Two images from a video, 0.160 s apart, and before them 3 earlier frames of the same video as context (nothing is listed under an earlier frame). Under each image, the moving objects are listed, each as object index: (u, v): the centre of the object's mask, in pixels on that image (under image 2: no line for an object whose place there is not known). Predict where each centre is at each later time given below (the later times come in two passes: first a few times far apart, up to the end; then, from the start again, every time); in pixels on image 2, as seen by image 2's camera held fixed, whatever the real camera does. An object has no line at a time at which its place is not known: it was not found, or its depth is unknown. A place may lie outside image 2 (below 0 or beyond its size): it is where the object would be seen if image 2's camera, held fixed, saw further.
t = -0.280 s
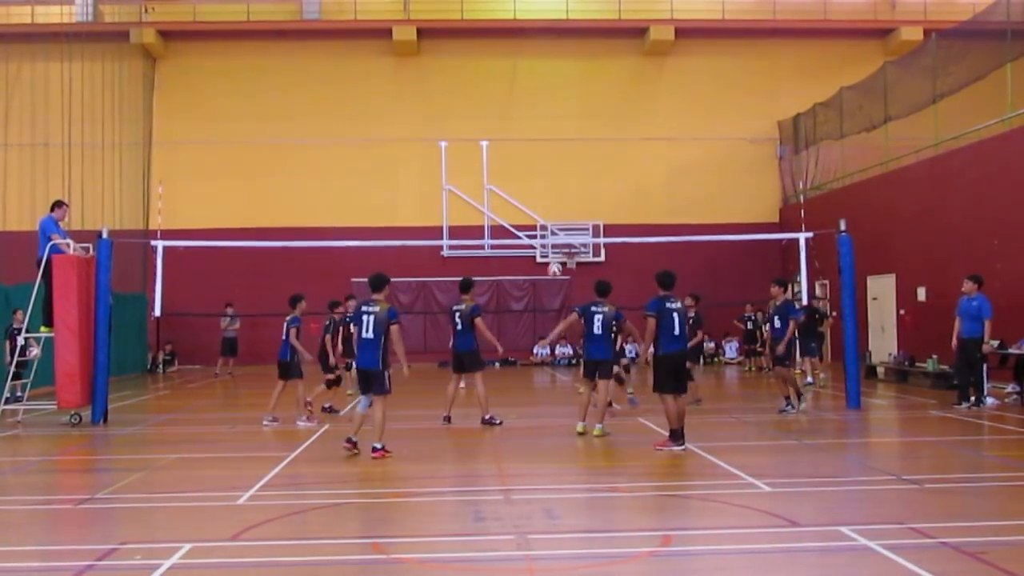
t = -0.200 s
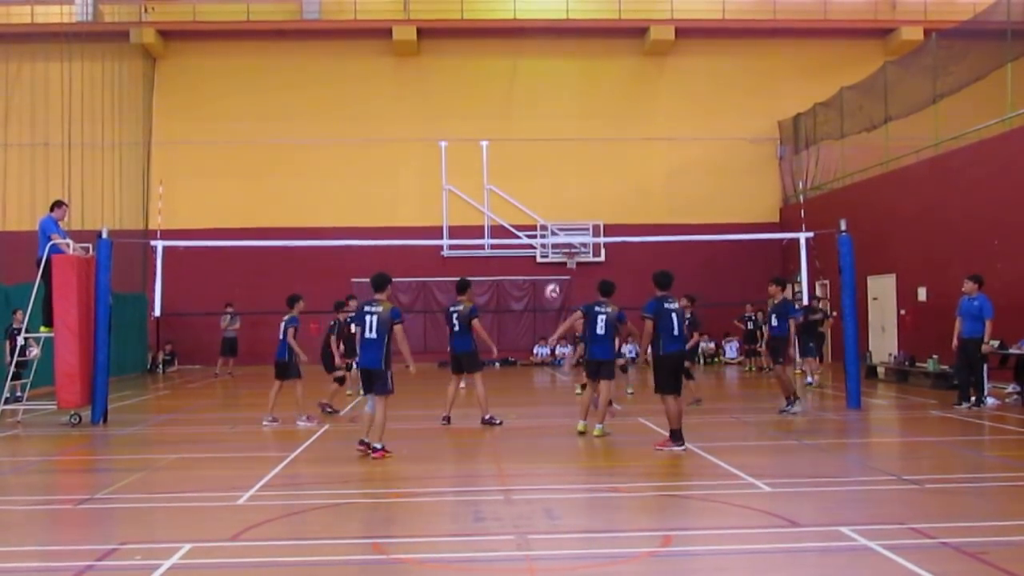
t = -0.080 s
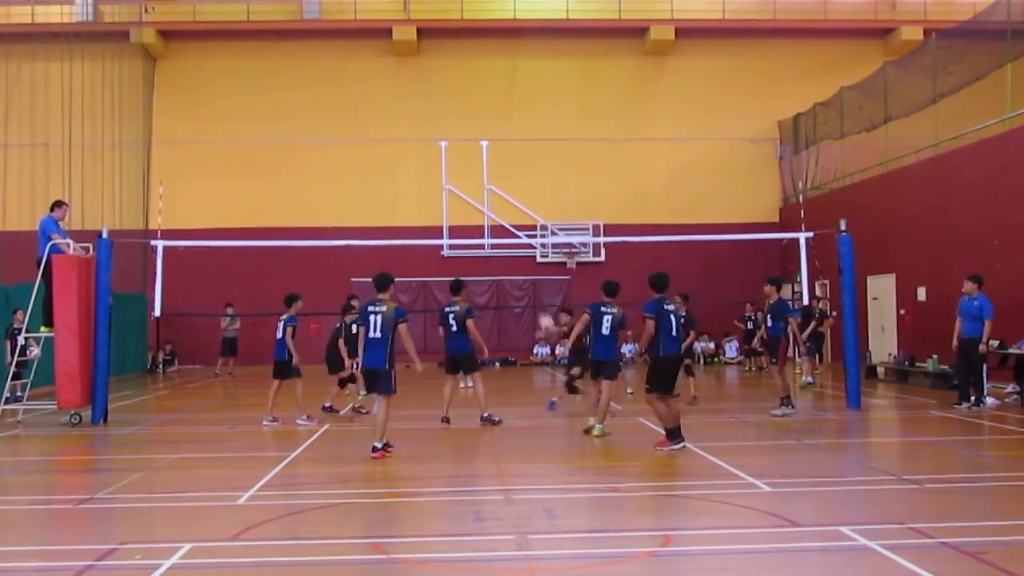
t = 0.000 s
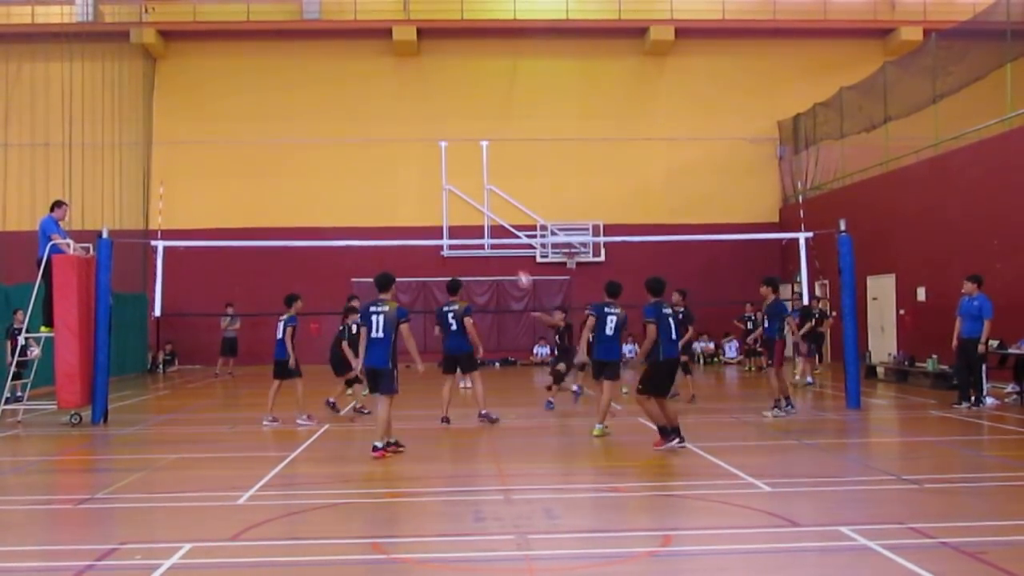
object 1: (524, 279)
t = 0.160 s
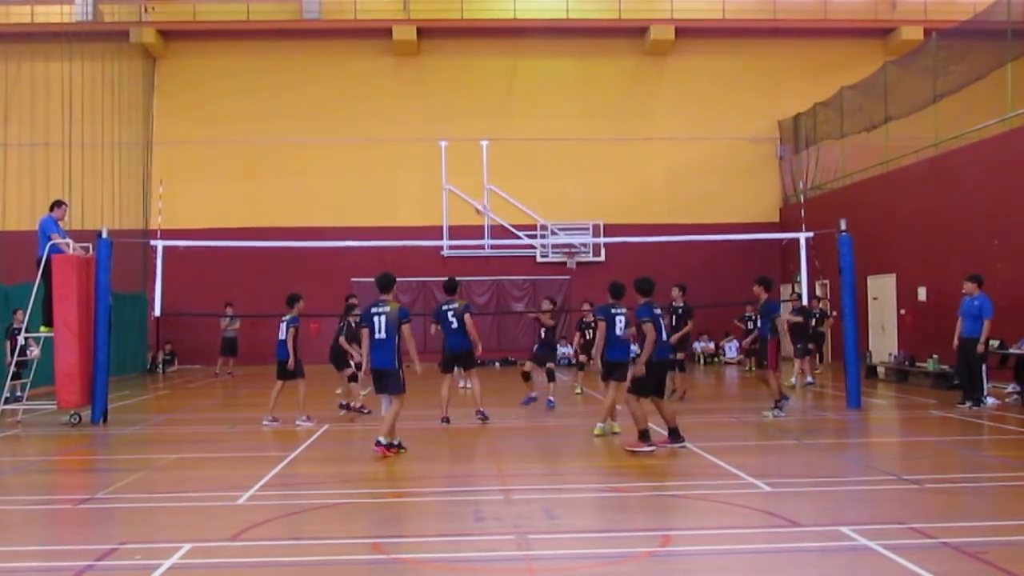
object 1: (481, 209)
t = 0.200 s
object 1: (471, 193)
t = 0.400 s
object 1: (419, 135)
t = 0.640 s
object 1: (361, 105)
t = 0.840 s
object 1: (315, 109)
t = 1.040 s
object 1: (270, 139)
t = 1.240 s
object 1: (227, 193)
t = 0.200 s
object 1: (471, 193)
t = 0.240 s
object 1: (460, 179)
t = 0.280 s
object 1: (449, 166)
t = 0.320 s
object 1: (439, 155)
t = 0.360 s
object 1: (429, 145)
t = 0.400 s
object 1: (419, 135)
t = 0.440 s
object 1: (410, 128)
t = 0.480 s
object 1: (400, 121)
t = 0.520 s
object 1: (390, 116)
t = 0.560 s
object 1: (381, 111)
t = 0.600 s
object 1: (370, 107)
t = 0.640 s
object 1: (361, 105)
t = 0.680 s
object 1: (352, 103)
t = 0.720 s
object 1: (342, 103)
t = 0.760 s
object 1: (334, 104)
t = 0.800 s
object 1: (324, 106)
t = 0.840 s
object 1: (315, 109)
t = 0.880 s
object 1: (305, 113)
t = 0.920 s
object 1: (297, 117)
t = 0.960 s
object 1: (288, 123)
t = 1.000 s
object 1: (278, 130)
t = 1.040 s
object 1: (270, 139)
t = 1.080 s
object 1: (261, 147)
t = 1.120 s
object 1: (253, 157)
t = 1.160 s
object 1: (244, 169)
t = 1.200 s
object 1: (235, 181)
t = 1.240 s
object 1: (227, 193)
